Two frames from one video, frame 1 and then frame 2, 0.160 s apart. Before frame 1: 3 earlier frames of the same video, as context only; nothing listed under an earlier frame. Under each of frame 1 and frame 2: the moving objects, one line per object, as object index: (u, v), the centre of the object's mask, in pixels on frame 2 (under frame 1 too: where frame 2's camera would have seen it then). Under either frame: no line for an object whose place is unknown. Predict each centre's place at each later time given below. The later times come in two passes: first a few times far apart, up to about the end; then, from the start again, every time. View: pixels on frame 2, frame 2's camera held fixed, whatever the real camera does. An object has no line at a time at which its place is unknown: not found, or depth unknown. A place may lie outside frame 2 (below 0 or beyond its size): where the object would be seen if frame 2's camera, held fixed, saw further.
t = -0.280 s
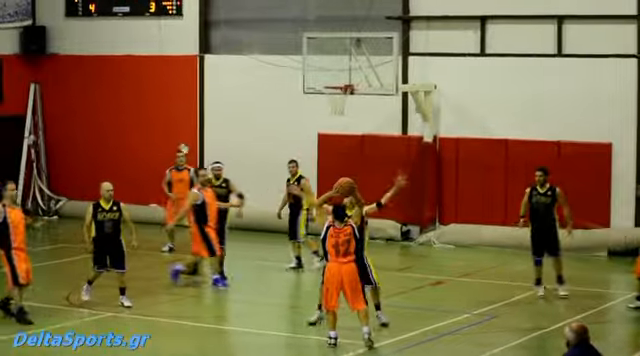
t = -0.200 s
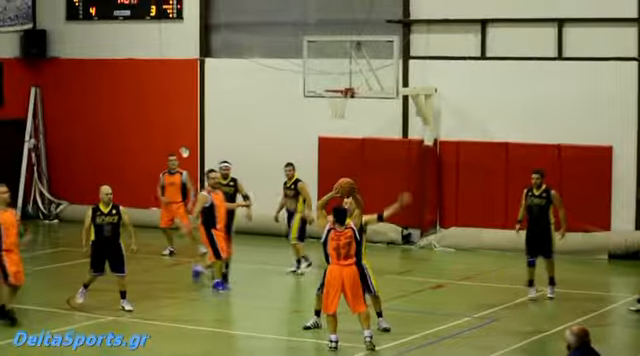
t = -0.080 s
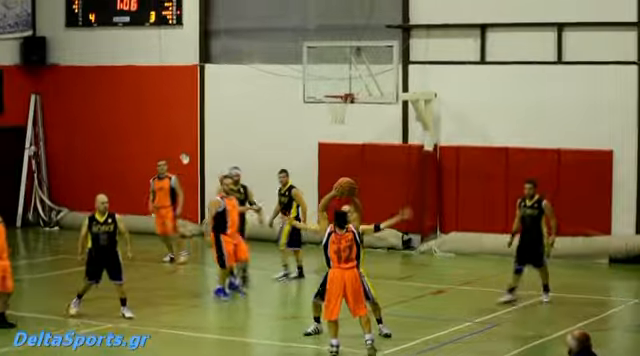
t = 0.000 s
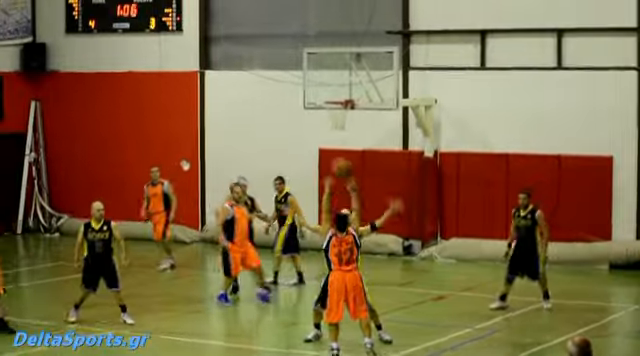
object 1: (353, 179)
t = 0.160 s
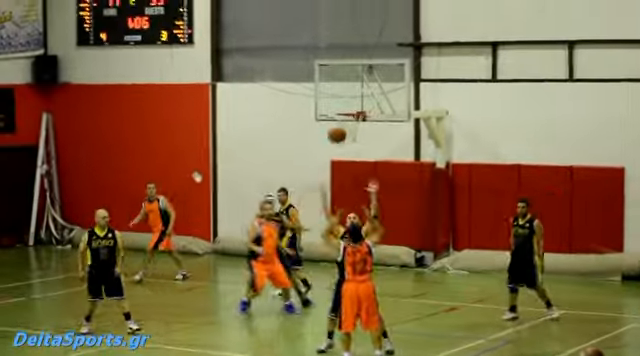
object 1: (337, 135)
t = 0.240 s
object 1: (328, 119)
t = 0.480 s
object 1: (309, 110)
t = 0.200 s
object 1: (333, 127)
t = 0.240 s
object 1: (328, 119)
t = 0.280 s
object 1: (325, 115)
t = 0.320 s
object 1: (322, 111)
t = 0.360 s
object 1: (318, 109)
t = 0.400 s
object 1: (315, 108)
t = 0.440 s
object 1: (312, 109)
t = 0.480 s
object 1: (309, 110)
